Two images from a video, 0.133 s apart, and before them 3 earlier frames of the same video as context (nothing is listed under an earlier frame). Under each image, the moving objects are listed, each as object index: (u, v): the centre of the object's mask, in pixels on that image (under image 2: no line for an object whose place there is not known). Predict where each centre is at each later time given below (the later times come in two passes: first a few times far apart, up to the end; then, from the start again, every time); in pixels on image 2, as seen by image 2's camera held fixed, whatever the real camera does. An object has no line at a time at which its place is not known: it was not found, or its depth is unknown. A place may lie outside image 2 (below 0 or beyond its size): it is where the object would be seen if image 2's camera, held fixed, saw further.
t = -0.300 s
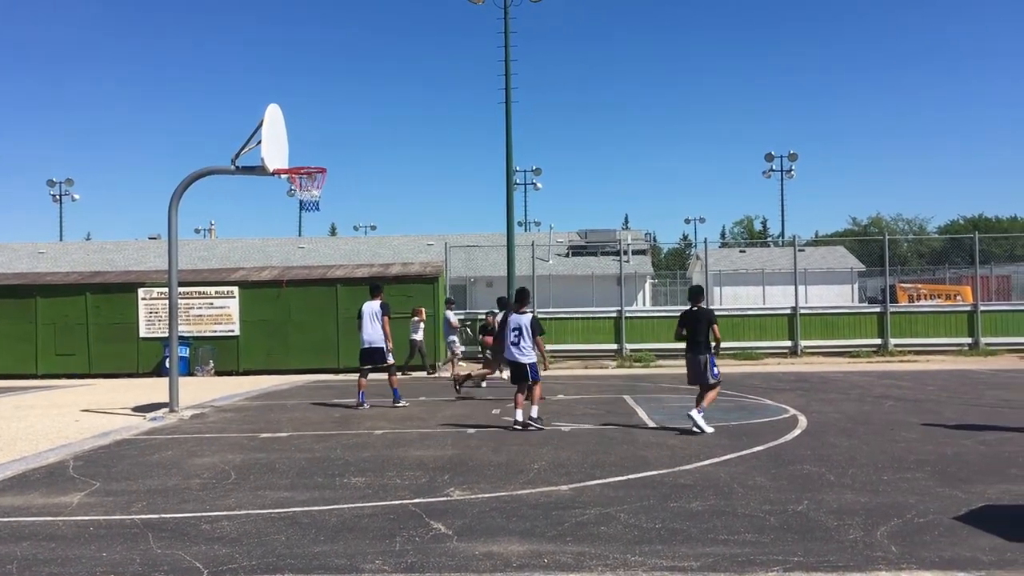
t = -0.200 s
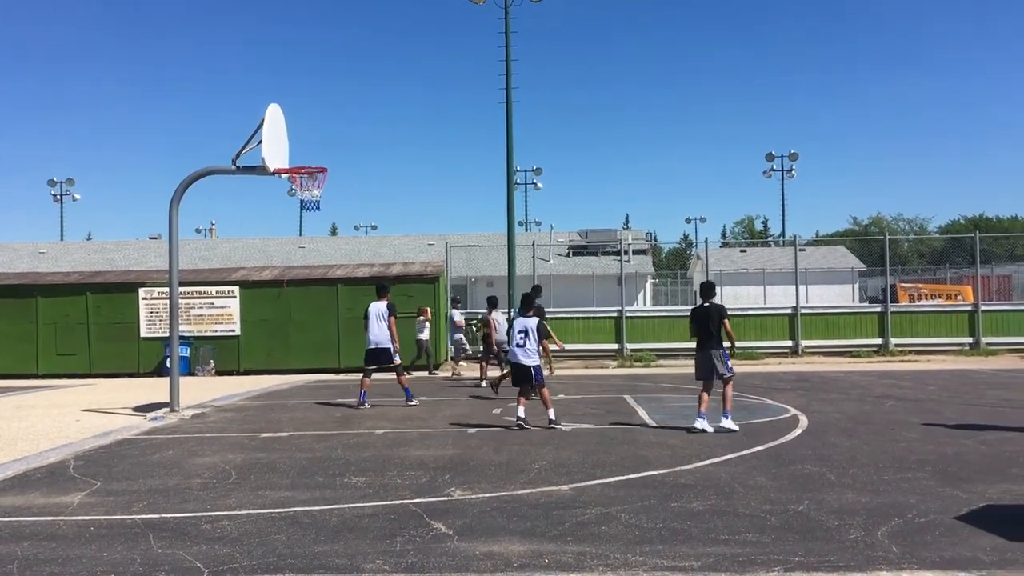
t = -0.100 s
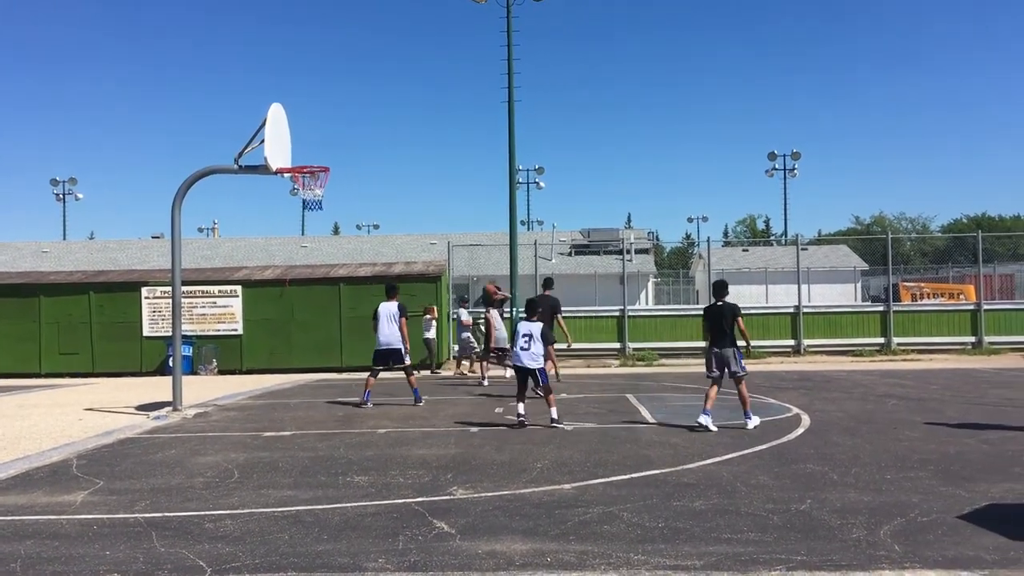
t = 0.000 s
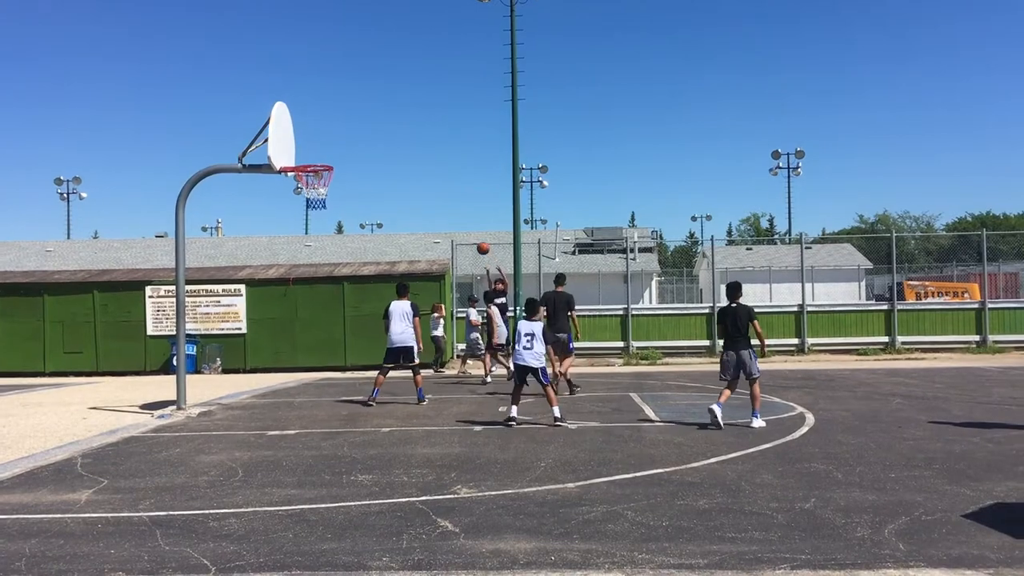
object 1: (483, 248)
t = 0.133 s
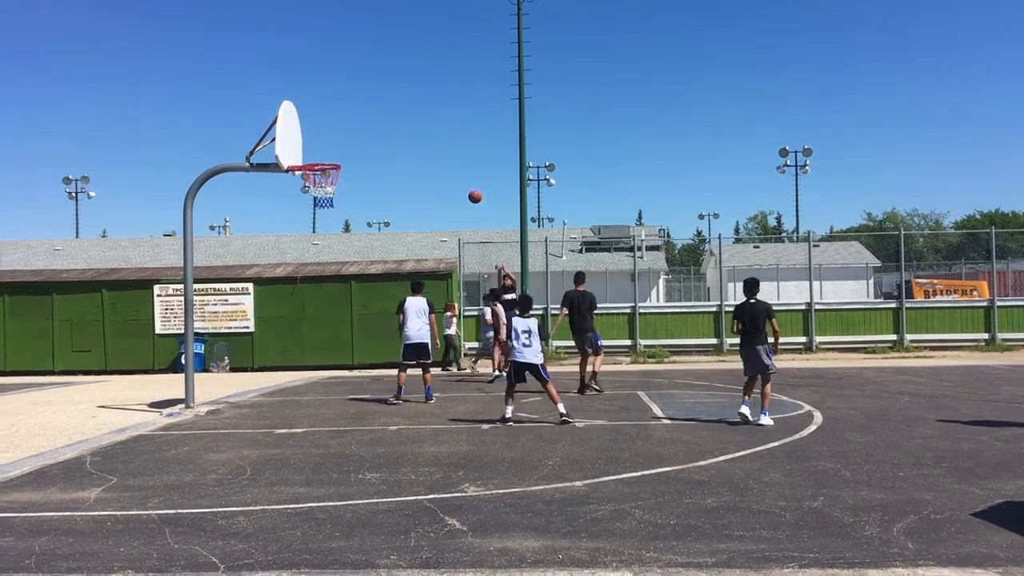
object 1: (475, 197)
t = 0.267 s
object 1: (461, 154)
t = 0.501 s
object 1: (434, 99)
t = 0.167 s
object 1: (471, 185)
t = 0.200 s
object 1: (468, 174)
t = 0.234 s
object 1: (464, 164)
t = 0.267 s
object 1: (461, 154)
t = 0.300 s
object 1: (457, 144)
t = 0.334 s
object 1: (453, 136)
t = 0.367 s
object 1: (450, 127)
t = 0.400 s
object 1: (446, 119)
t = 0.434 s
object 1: (442, 112)
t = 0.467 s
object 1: (438, 105)
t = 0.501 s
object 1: (434, 99)
